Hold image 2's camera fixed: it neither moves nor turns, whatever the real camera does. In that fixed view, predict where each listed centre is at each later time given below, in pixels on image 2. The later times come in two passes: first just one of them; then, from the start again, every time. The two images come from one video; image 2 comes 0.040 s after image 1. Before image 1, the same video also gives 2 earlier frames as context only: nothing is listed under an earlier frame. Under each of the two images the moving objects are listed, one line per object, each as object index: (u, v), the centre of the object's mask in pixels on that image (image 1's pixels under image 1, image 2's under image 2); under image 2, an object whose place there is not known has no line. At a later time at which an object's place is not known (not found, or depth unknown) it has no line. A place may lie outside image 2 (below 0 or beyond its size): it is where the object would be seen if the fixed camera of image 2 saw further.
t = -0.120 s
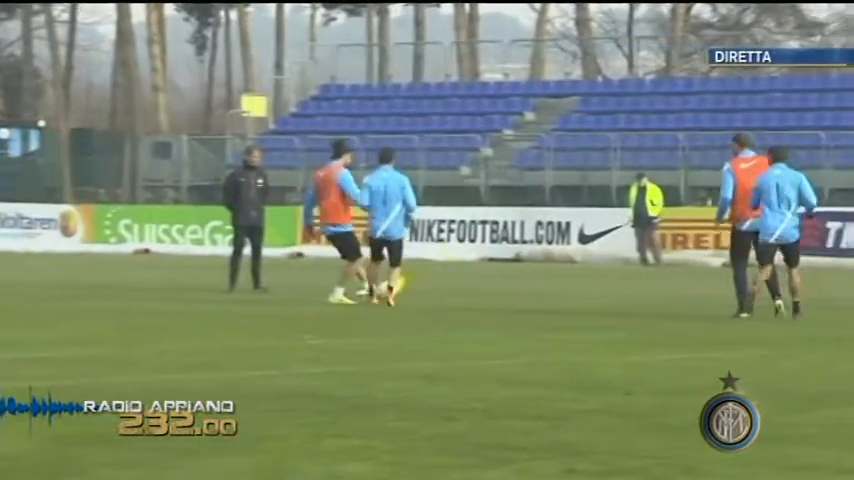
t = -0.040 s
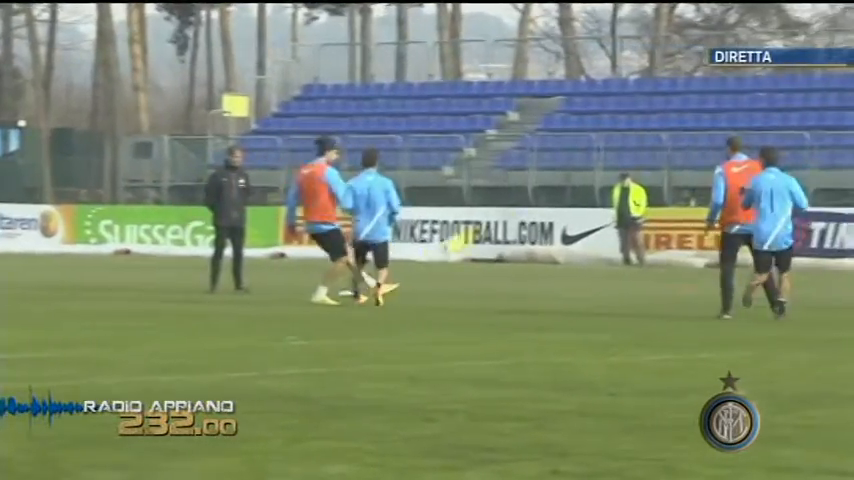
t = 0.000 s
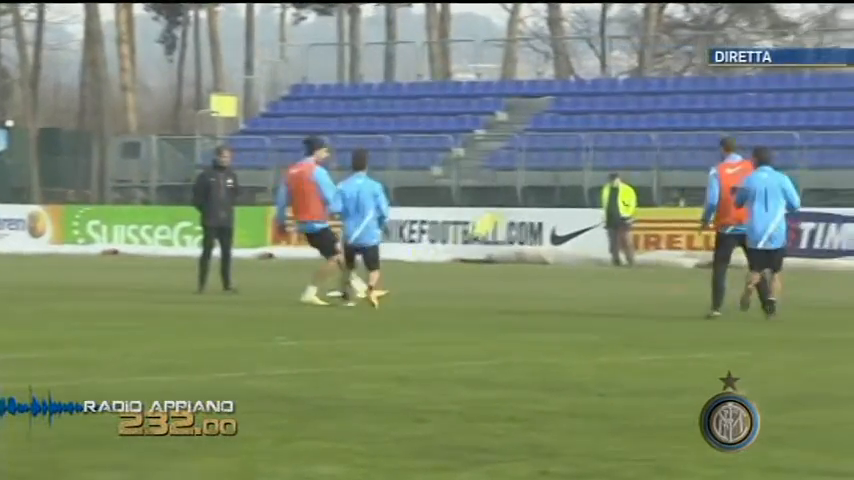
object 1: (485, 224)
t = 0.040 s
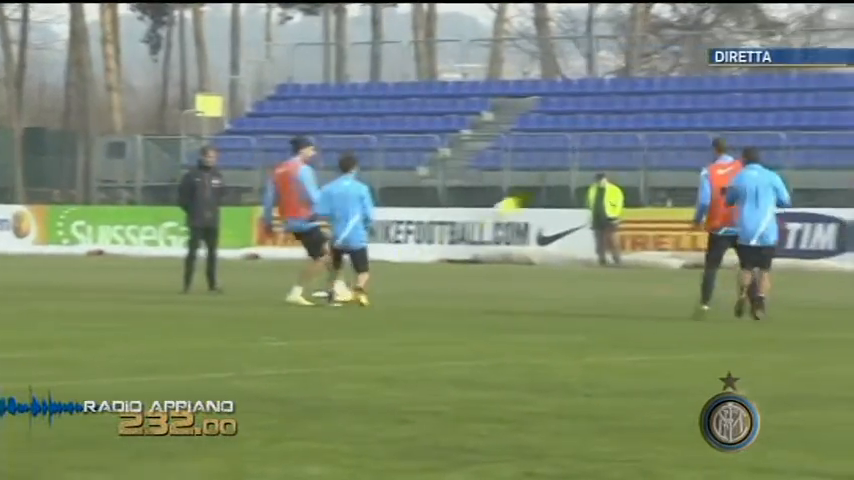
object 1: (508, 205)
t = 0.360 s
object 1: (819, 96)
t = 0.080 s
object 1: (545, 190)
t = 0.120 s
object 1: (584, 173)
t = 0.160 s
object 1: (625, 157)
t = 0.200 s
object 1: (664, 142)
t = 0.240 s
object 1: (701, 130)
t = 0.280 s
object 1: (740, 118)
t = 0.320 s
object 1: (779, 106)
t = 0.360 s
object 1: (819, 96)
